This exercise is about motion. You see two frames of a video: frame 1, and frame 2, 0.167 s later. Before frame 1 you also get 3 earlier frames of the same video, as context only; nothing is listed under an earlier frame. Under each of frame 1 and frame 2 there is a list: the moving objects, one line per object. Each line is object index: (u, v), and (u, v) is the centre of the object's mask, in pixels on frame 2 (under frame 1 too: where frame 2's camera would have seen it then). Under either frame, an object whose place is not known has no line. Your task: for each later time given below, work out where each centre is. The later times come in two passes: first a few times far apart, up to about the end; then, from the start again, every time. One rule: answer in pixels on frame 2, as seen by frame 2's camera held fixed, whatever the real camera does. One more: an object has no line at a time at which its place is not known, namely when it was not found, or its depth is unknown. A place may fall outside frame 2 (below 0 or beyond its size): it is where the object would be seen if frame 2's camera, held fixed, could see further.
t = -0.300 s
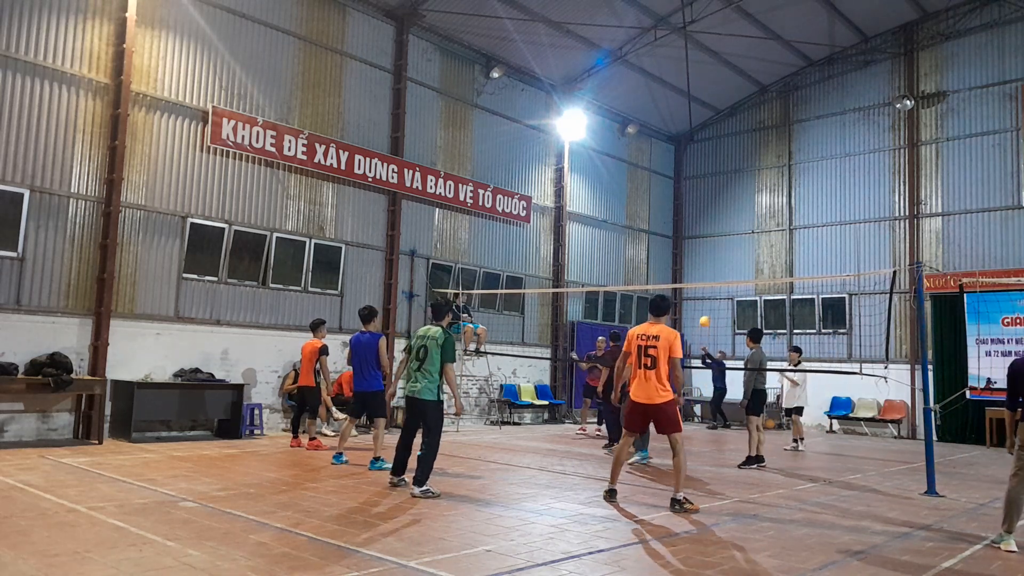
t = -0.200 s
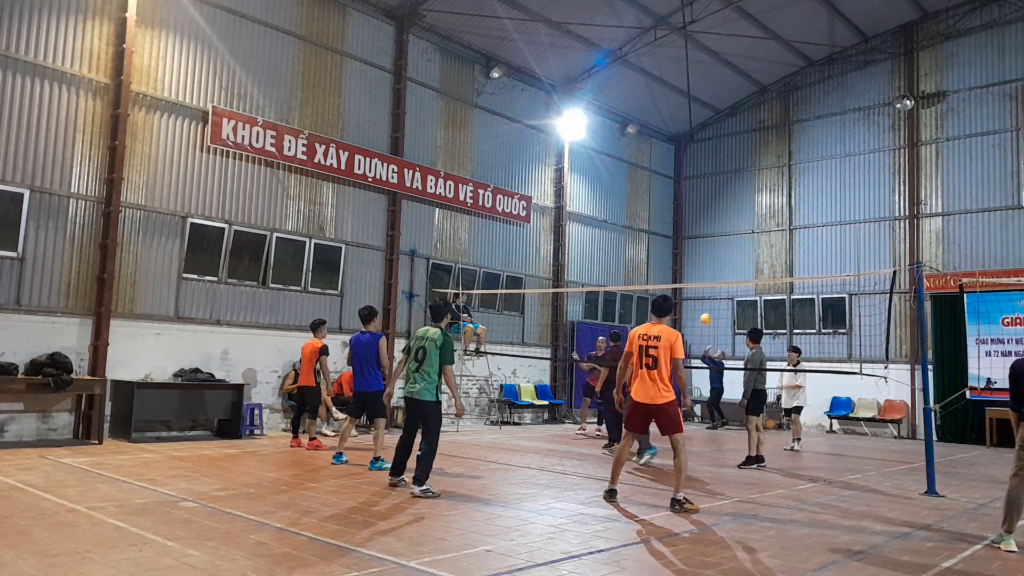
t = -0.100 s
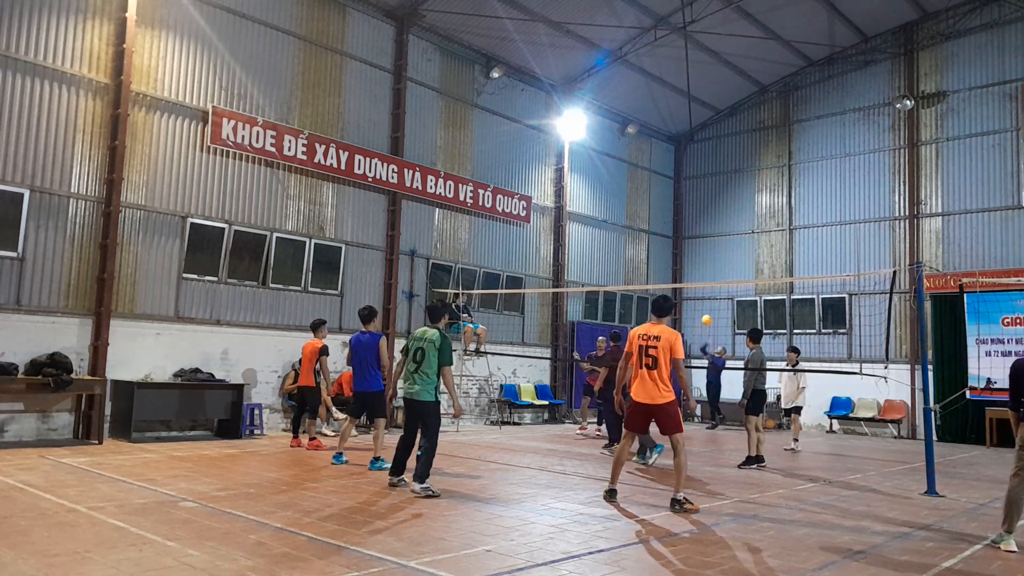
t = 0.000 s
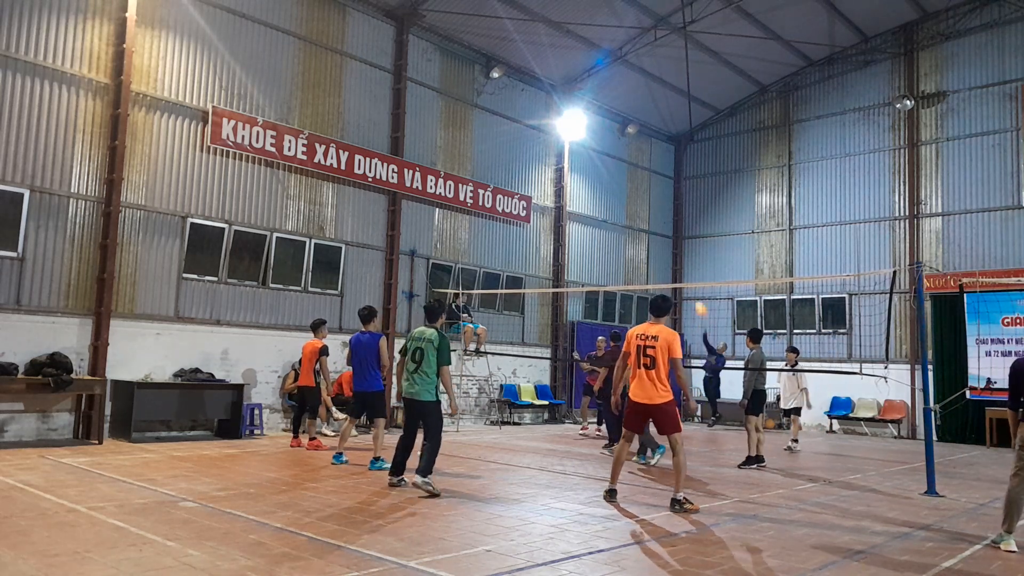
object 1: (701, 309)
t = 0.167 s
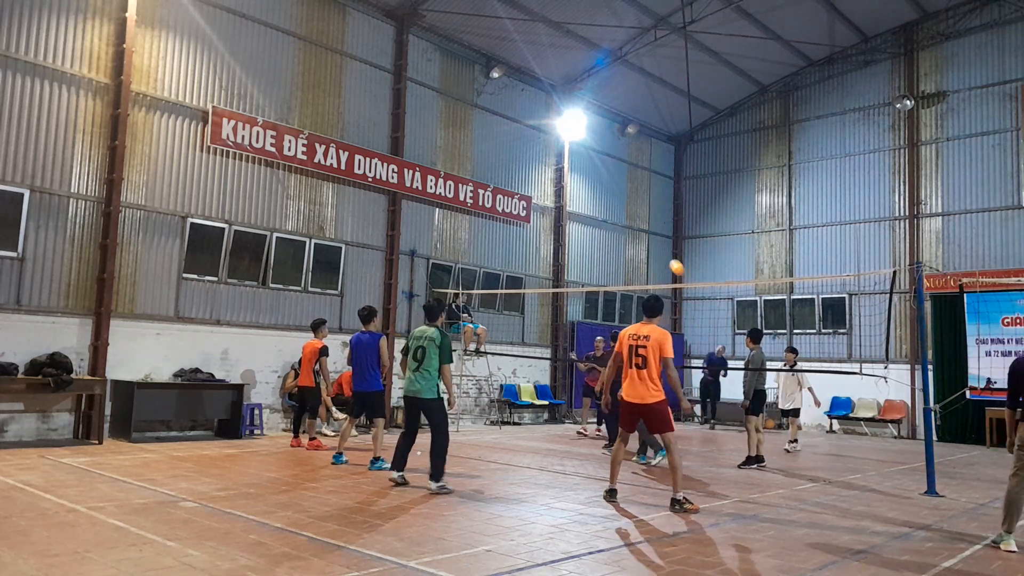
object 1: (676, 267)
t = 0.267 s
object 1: (660, 248)
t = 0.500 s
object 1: (613, 225)
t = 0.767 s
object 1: (543, 244)
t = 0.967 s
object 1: (476, 304)
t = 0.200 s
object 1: (671, 260)
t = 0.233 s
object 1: (665, 254)
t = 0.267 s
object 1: (660, 248)
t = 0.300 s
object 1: (654, 243)
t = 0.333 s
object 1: (648, 239)
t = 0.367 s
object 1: (641, 235)
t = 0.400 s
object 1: (634, 232)
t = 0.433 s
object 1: (627, 229)
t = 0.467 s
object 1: (620, 227)
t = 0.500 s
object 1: (613, 225)
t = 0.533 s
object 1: (605, 225)
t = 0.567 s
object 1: (598, 225)
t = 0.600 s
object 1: (589, 226)
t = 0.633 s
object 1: (580, 228)
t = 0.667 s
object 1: (570, 231)
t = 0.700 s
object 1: (561, 235)
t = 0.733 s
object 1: (553, 239)
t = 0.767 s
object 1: (543, 244)
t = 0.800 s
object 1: (532, 252)
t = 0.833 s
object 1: (522, 259)
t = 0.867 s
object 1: (511, 268)
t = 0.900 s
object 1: (500, 278)
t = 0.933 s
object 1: (488, 290)
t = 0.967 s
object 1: (476, 304)
